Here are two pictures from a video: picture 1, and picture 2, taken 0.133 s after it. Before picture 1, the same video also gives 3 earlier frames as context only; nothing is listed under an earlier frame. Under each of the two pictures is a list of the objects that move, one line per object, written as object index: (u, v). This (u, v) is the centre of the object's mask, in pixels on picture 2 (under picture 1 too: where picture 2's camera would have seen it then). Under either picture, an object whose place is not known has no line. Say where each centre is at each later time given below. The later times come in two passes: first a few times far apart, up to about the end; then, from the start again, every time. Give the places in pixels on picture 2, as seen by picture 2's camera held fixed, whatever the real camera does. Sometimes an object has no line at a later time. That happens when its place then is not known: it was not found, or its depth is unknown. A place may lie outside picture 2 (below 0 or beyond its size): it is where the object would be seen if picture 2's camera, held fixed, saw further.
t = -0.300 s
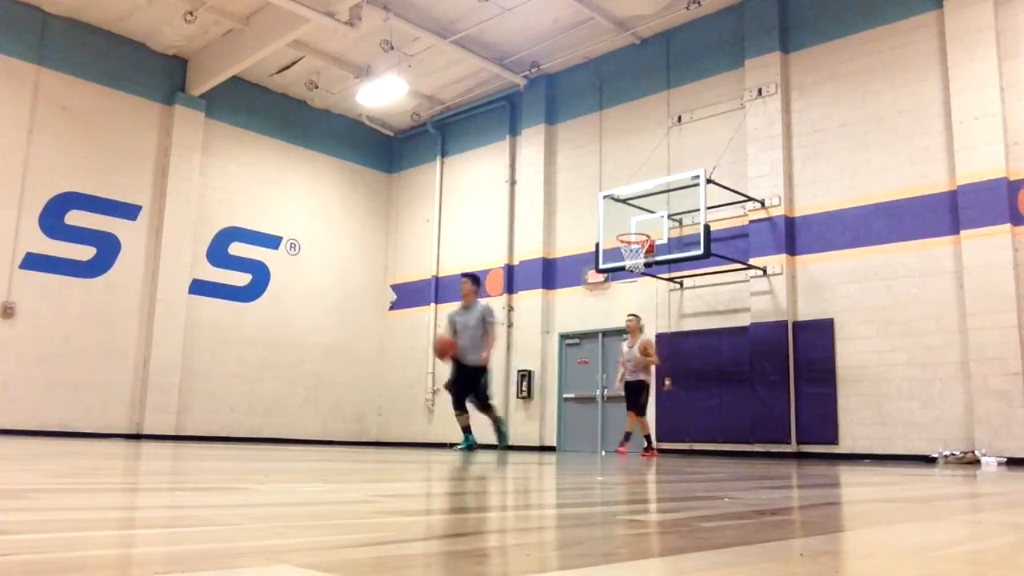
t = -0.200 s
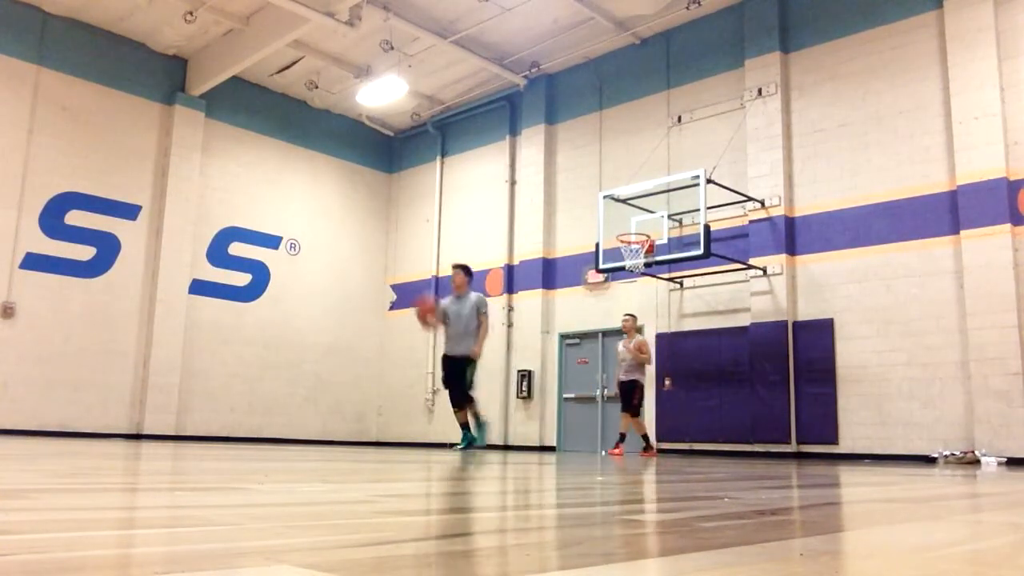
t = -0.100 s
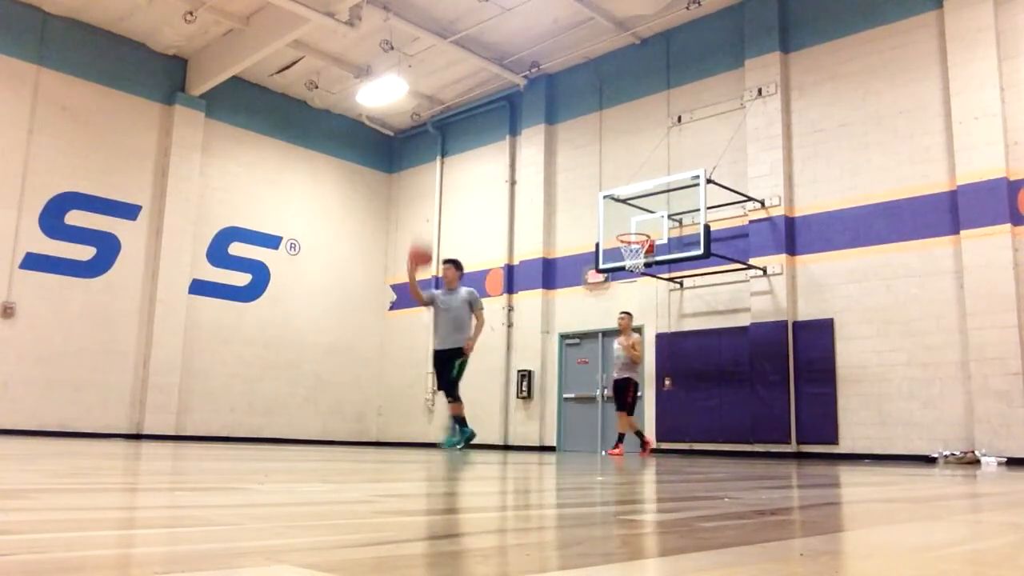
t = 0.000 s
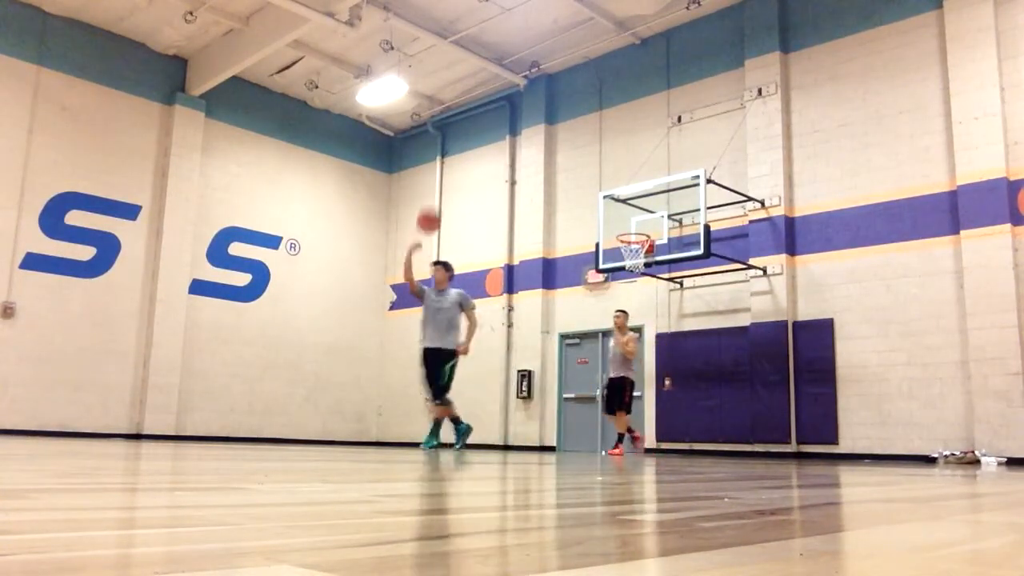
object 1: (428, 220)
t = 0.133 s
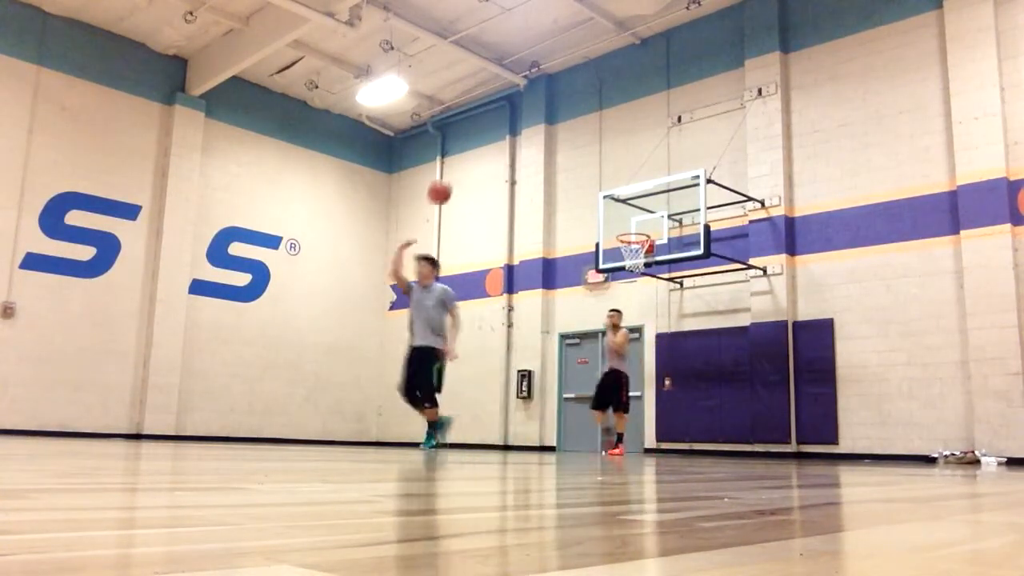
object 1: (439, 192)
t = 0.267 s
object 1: (447, 185)
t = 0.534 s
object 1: (461, 213)
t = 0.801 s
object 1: (472, 303)
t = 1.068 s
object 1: (480, 430)
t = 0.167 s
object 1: (442, 189)
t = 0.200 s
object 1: (444, 187)
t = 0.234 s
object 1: (446, 185)
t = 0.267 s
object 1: (447, 185)
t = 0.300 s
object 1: (449, 185)
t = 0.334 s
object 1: (451, 186)
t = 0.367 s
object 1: (452, 188)
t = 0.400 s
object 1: (454, 191)
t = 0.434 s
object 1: (456, 195)
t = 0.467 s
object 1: (458, 200)
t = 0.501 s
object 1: (459, 206)
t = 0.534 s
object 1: (461, 213)
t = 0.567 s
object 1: (462, 221)
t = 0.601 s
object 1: (464, 229)
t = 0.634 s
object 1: (465, 238)
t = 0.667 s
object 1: (467, 249)
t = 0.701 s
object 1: (468, 261)
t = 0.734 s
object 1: (469, 276)
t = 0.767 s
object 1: (470, 290)
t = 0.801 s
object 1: (472, 303)
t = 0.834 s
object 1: (473, 319)
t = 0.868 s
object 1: (475, 334)
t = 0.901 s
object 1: (475, 343)
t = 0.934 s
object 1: (476, 353)
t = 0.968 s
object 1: (477, 374)
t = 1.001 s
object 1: (478, 393)
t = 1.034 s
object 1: (479, 413)
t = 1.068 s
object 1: (480, 430)
